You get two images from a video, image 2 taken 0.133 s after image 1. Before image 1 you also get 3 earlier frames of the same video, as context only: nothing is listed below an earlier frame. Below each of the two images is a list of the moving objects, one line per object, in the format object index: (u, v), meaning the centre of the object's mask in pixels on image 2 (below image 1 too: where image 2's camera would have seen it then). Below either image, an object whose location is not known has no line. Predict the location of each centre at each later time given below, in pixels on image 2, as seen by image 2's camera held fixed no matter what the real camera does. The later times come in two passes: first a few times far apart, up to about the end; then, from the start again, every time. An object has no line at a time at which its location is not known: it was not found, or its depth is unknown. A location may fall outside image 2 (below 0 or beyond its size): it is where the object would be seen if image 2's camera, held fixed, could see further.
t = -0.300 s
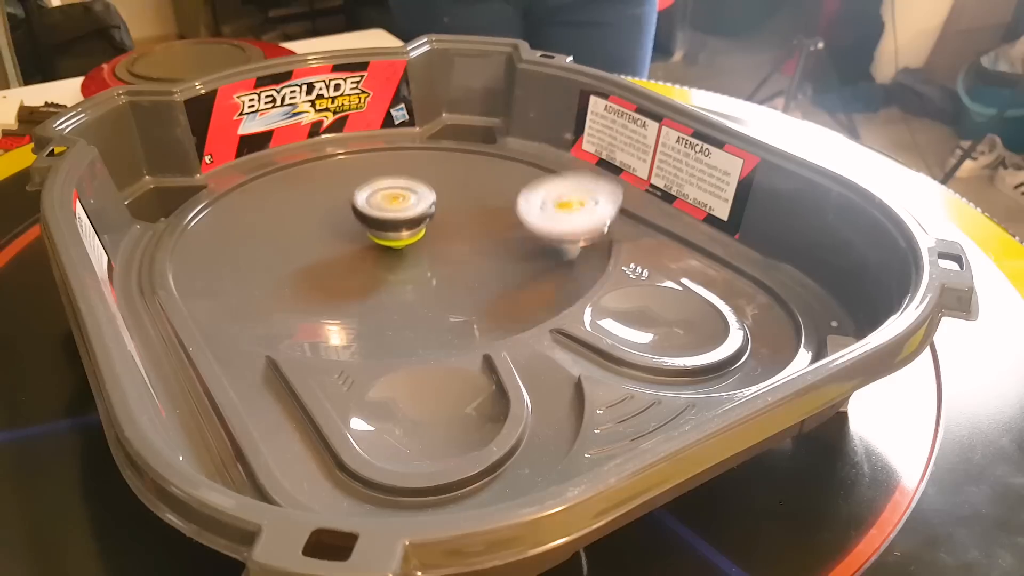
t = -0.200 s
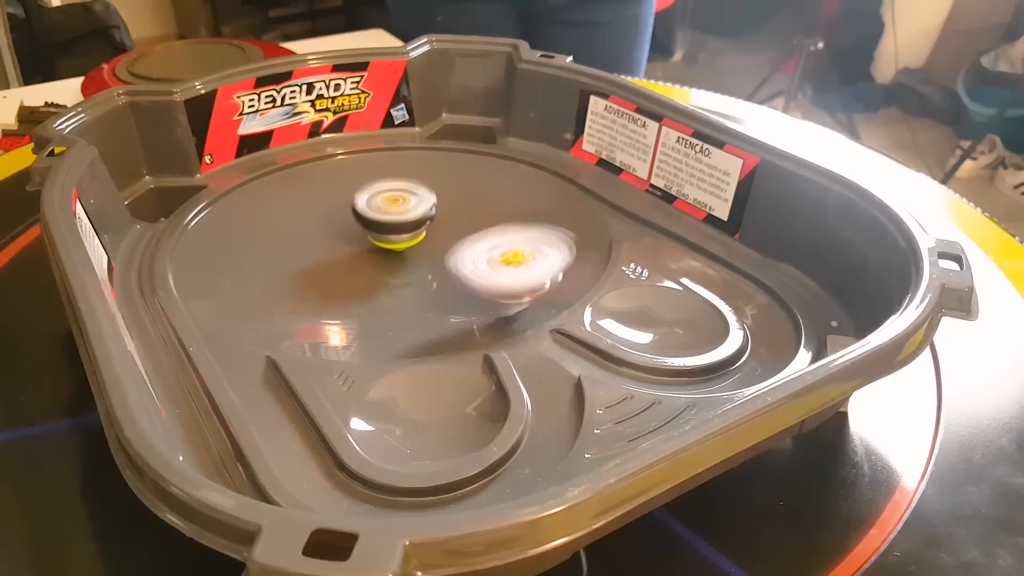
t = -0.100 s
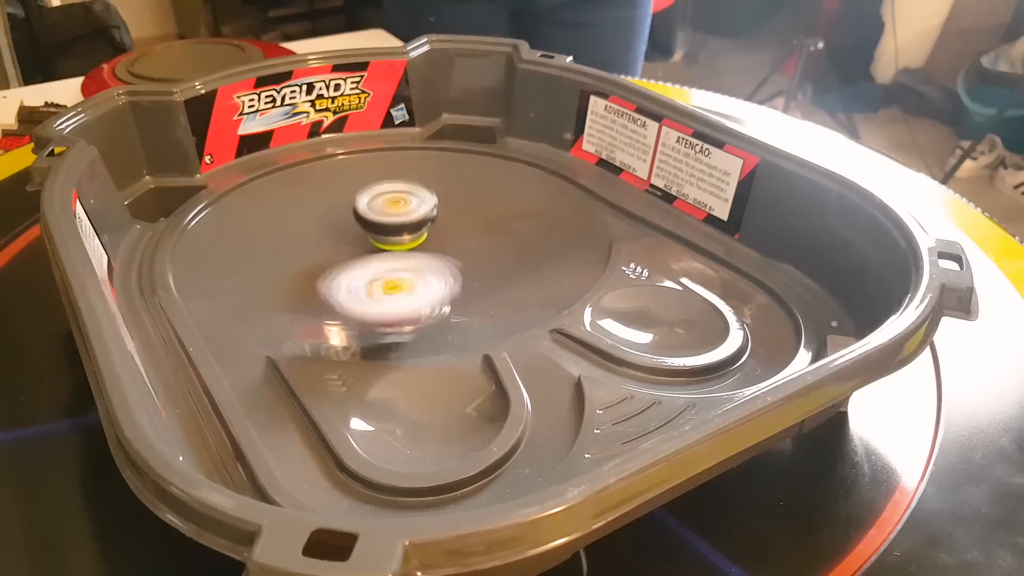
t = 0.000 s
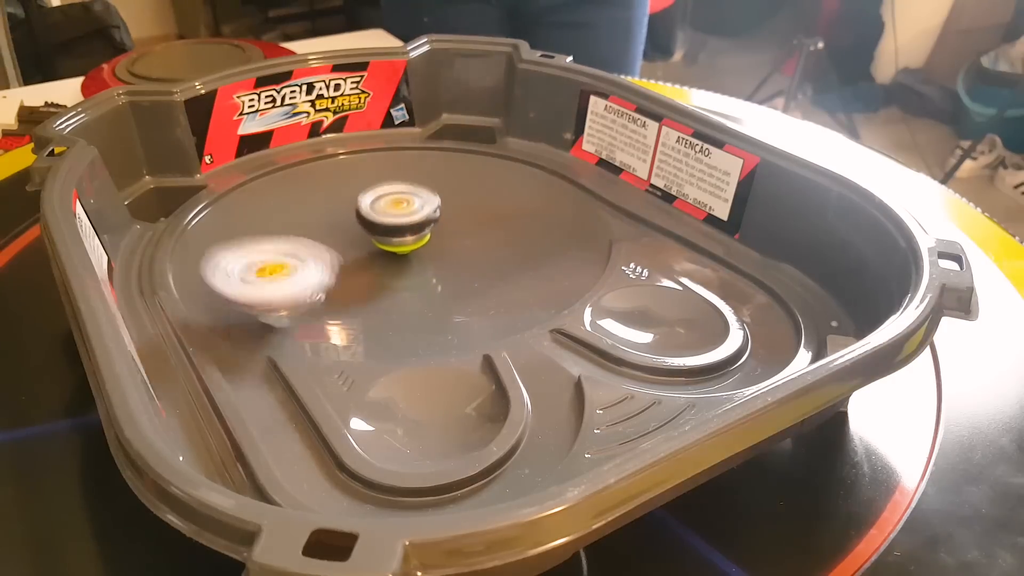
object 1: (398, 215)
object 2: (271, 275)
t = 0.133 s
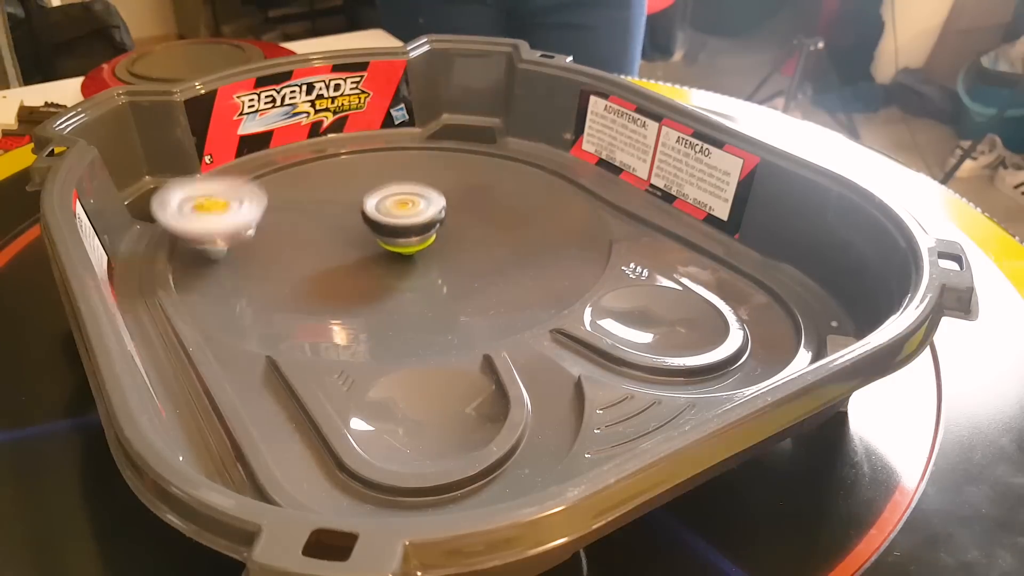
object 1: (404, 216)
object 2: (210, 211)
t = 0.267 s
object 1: (409, 214)
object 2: (268, 153)
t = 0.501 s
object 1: (411, 209)
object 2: (470, 130)
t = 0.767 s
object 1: (393, 211)
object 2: (544, 234)
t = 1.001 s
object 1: (382, 218)
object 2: (304, 277)
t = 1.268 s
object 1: (388, 219)
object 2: (266, 162)
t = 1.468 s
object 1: (393, 218)
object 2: (424, 129)
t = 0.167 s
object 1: (405, 216)
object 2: (216, 194)
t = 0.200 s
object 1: (407, 216)
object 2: (228, 178)
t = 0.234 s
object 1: (408, 215)
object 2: (246, 165)
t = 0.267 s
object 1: (409, 214)
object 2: (268, 153)
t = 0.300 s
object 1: (410, 214)
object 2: (295, 143)
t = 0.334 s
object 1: (411, 214)
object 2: (325, 137)
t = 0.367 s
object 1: (412, 212)
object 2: (353, 132)
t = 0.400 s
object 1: (412, 211)
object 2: (385, 127)
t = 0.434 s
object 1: (412, 211)
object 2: (414, 125)
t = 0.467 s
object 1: (411, 210)
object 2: (443, 126)
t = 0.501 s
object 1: (411, 209)
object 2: (470, 130)
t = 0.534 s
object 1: (409, 209)
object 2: (495, 137)
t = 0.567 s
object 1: (408, 209)
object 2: (519, 147)
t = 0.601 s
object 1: (405, 209)
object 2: (537, 158)
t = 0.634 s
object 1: (403, 209)
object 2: (551, 171)
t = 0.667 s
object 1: (400, 209)
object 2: (560, 186)
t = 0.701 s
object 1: (398, 210)
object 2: (563, 202)
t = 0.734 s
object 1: (395, 211)
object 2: (557, 218)
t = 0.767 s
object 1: (393, 211)
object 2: (544, 234)
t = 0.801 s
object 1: (390, 212)
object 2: (522, 250)
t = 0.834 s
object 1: (389, 213)
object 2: (494, 264)
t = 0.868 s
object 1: (387, 214)
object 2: (458, 276)
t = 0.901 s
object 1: (385, 214)
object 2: (420, 282)
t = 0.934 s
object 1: (384, 214)
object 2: (380, 284)
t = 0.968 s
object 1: (383, 215)
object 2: (340, 285)
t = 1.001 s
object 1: (382, 218)
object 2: (304, 277)
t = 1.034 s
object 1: (382, 218)
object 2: (274, 265)
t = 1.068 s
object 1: (382, 218)
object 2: (250, 252)
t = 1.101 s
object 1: (382, 219)
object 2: (235, 237)
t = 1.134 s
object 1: (383, 219)
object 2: (228, 222)
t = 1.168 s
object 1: (384, 220)
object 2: (228, 205)
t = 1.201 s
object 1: (385, 220)
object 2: (236, 189)
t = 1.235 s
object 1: (387, 219)
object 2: (249, 174)
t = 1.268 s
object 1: (388, 219)
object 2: (266, 162)
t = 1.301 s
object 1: (389, 220)
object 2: (289, 152)
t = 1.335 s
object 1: (390, 220)
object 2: (313, 144)
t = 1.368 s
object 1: (390, 220)
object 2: (339, 137)
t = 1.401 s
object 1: (391, 219)
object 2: (367, 132)
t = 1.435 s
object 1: (392, 219)
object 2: (396, 129)
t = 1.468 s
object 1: (393, 218)
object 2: (424, 129)
